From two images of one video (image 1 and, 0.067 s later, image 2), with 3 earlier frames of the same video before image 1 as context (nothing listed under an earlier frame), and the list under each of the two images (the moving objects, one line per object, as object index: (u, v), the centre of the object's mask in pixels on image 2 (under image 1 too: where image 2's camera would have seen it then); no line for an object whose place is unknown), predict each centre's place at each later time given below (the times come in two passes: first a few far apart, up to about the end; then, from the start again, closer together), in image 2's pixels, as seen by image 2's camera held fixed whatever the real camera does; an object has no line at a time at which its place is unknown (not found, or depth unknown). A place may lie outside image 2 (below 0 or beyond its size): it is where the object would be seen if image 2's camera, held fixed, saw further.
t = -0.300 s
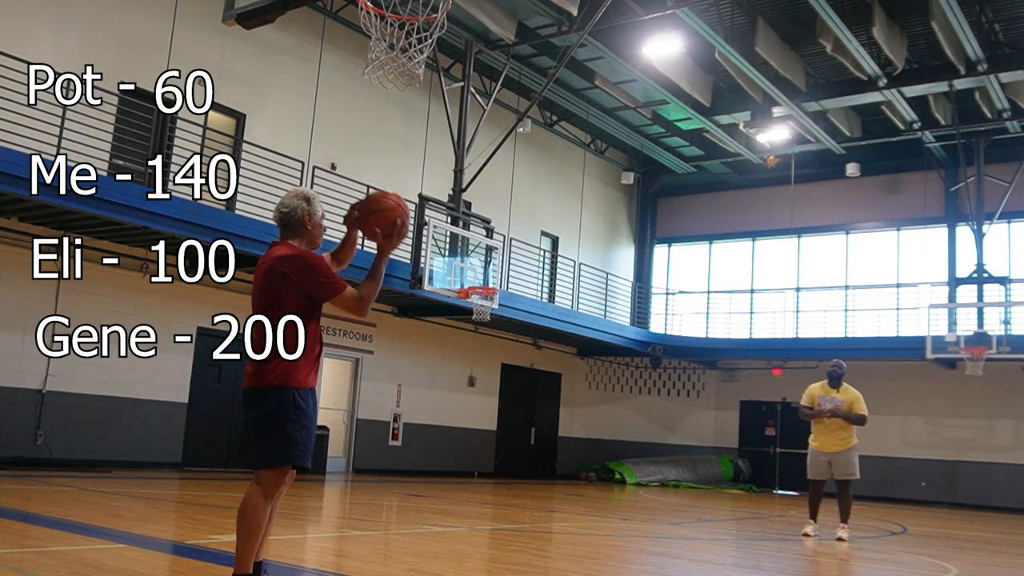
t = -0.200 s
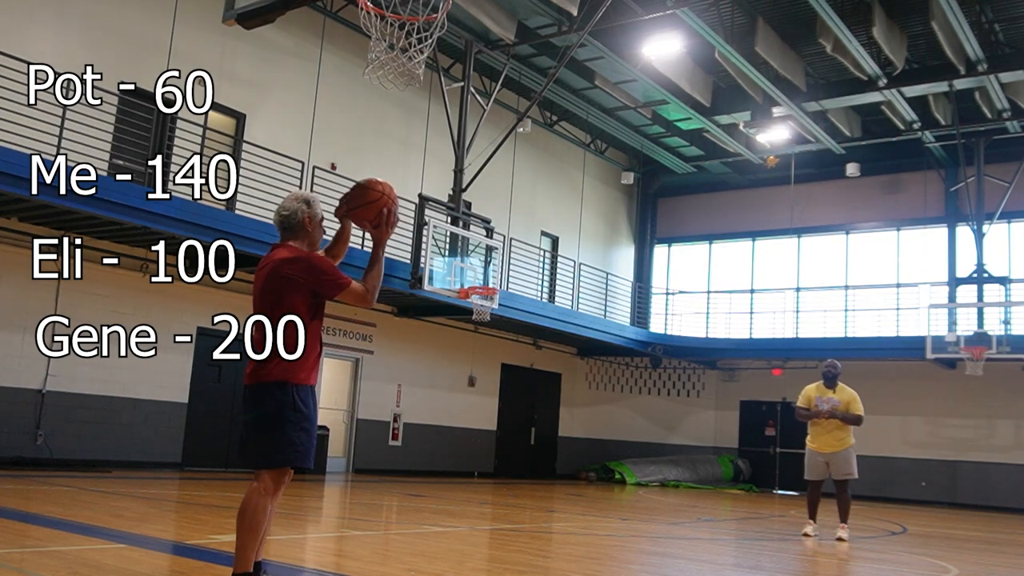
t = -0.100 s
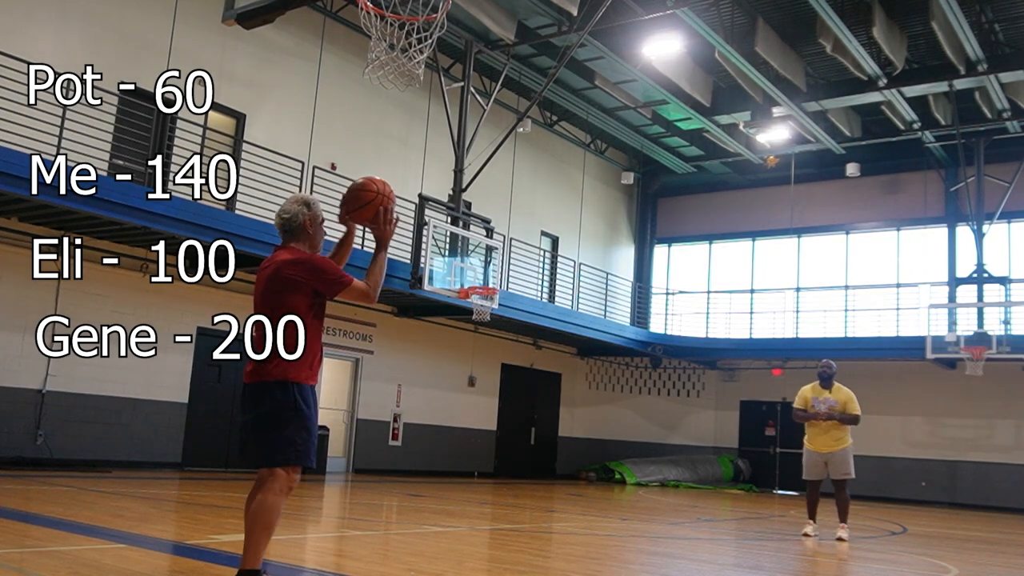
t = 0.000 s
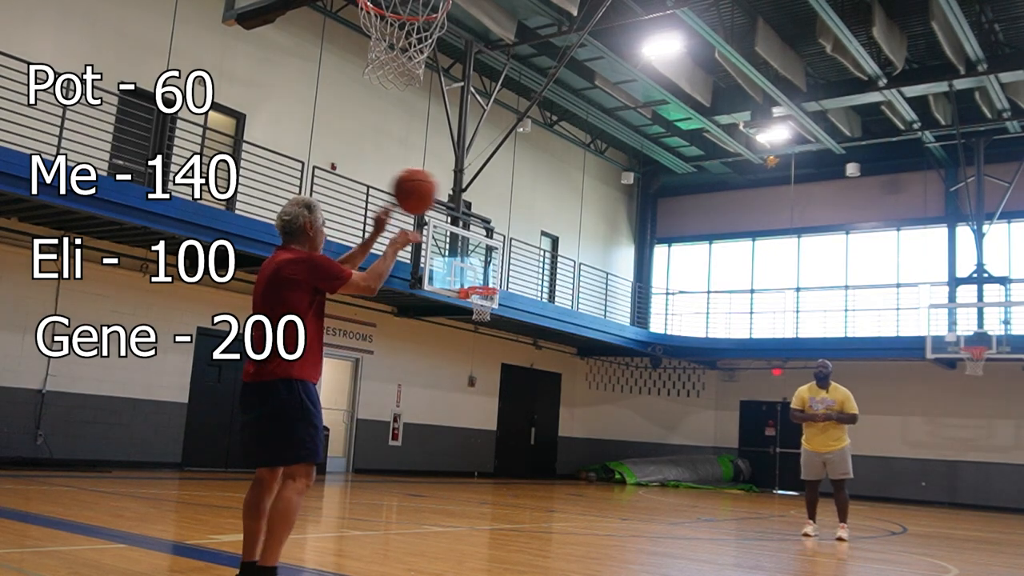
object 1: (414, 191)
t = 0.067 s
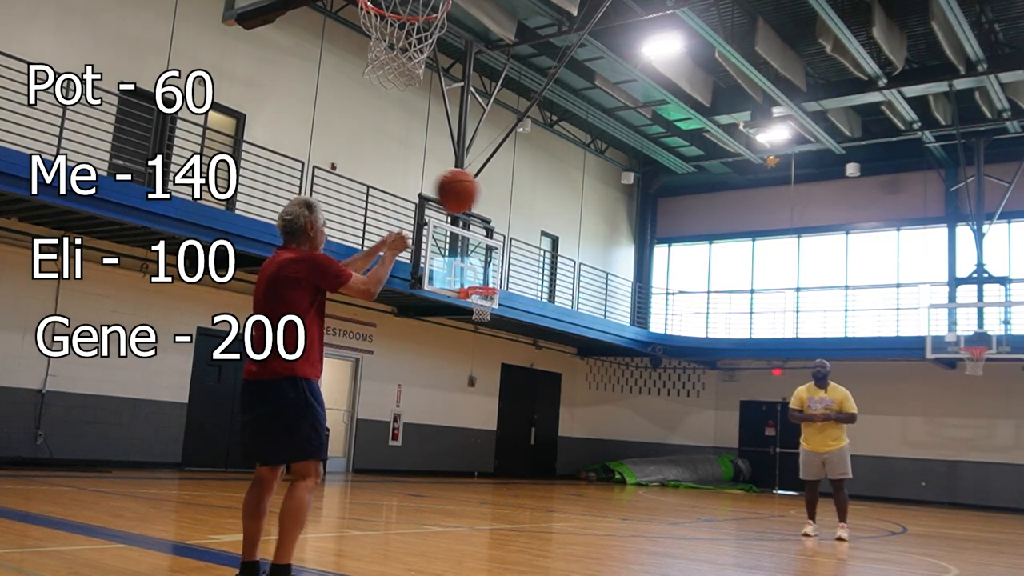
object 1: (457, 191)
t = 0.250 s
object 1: (548, 226)
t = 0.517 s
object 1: (639, 344)
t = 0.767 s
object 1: (695, 500)
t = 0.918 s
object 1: (717, 480)
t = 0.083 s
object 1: (467, 192)
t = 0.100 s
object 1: (475, 194)
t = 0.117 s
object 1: (485, 196)
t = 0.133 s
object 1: (494, 198)
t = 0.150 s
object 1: (503, 201)
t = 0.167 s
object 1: (510, 204)
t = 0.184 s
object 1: (519, 208)
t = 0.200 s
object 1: (526, 212)
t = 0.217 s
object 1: (534, 216)
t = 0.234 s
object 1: (541, 221)
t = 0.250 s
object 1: (548, 226)
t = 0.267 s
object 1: (555, 231)
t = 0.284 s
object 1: (562, 237)
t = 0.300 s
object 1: (567, 243)
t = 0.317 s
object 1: (574, 249)
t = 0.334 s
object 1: (580, 255)
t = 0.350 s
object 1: (587, 262)
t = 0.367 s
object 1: (592, 269)
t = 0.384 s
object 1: (598, 277)
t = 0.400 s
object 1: (603, 284)
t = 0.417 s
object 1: (608, 292)
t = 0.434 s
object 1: (614, 300)
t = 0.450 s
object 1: (619, 309)
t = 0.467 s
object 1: (625, 317)
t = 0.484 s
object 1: (630, 326)
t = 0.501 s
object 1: (634, 336)
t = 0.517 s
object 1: (639, 344)
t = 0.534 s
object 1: (644, 352)
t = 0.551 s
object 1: (647, 360)
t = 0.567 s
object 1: (652, 370)
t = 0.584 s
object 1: (656, 380)
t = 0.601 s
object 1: (660, 391)
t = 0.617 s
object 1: (664, 401)
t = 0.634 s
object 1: (668, 412)
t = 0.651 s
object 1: (671, 421)
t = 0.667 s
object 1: (675, 433)
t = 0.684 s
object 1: (679, 444)
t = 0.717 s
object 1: (686, 465)
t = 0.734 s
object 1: (689, 475)
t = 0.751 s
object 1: (692, 487)
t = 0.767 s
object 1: (695, 500)
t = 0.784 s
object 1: (699, 512)
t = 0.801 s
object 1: (702, 523)
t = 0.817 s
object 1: (705, 533)
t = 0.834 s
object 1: (707, 524)
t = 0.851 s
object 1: (709, 516)
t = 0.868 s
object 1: (711, 506)
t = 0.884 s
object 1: (713, 497)
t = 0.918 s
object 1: (717, 480)
